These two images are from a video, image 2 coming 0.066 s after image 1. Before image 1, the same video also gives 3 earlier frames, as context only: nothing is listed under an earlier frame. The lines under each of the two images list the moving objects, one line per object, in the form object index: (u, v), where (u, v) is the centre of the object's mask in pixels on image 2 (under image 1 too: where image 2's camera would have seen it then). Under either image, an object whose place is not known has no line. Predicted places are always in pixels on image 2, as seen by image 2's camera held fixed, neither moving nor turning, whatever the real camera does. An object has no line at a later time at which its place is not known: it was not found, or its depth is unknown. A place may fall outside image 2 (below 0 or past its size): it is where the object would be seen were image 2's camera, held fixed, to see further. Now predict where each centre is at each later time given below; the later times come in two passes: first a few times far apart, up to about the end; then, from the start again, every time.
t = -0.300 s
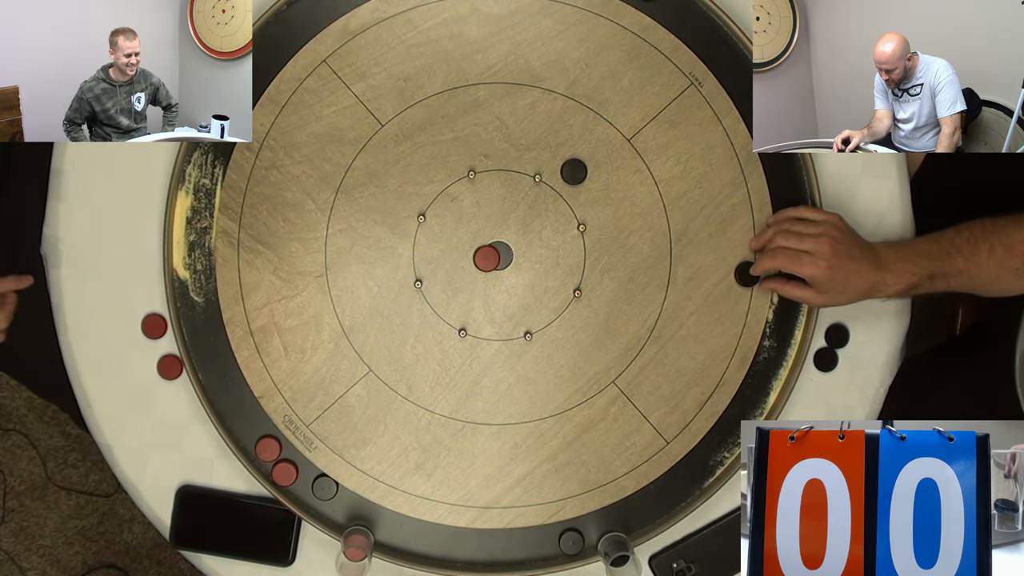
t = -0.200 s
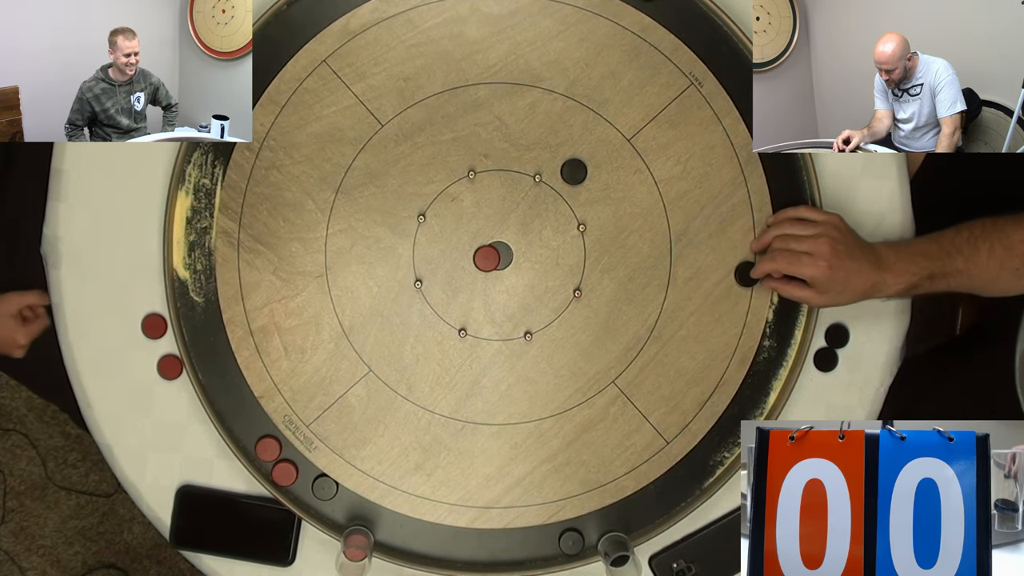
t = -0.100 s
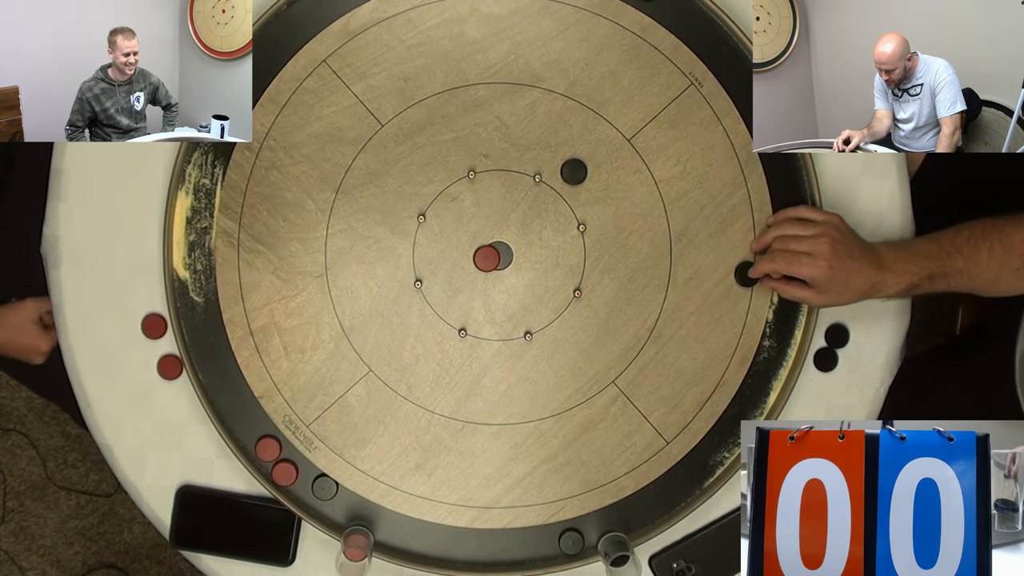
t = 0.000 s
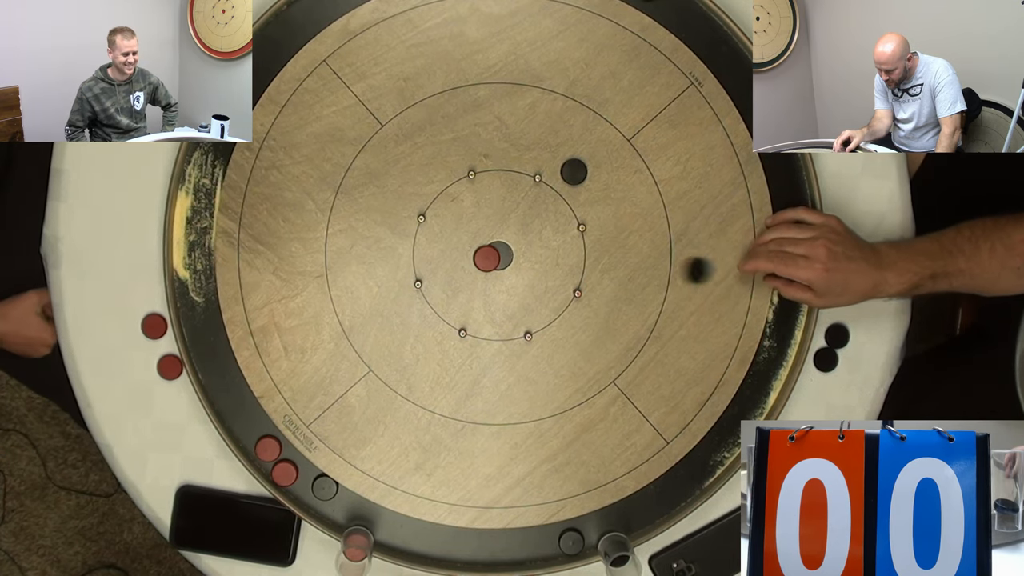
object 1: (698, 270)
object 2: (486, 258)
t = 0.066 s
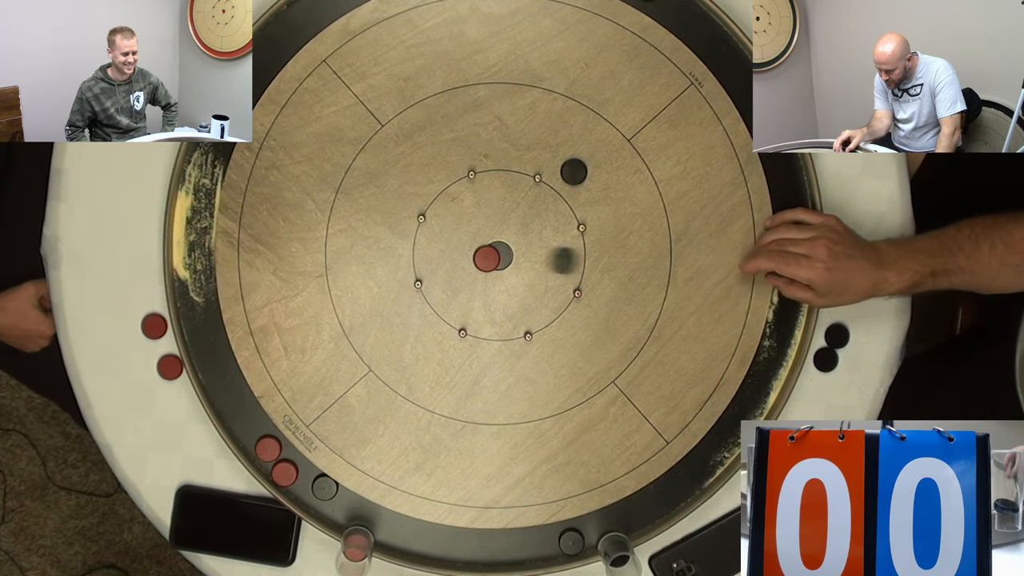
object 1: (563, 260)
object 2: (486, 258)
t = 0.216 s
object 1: (491, 235)
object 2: (285, 268)
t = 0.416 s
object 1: (478, 222)
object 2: (208, 271)
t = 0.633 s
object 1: (478, 222)
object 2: (188, 275)
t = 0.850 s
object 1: (478, 222)
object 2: (192, 275)
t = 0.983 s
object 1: (478, 222)
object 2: (193, 275)
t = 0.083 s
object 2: (486, 258)
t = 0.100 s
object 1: (512, 255)
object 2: (472, 259)
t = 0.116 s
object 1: (508, 252)
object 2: (447, 260)
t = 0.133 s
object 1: (505, 248)
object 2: (419, 262)
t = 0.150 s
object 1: (502, 245)
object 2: (392, 263)
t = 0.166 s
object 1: (499, 242)
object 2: (365, 264)
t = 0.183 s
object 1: (496, 240)
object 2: (338, 265)
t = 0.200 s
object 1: (493, 237)
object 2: (311, 267)
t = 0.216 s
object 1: (491, 235)
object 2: (285, 268)
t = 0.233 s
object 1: (489, 233)
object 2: (260, 269)
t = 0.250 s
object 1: (487, 231)
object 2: (233, 270)
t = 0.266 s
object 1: (485, 229)
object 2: (207, 272)
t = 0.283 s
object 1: (483, 228)
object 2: (187, 274)
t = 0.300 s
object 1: (482, 226)
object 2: (202, 273)
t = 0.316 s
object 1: (481, 225)
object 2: (206, 272)
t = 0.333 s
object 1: (480, 224)
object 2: (205, 272)
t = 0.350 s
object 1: (480, 223)
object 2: (205, 272)
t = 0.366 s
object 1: (479, 223)
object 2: (206, 271)
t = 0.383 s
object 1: (479, 222)
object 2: (207, 272)
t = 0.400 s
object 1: (478, 222)
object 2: (210, 270)
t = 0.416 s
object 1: (478, 222)
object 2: (208, 271)
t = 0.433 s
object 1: (478, 222)
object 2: (205, 270)
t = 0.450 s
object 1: (478, 222)
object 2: (203, 270)
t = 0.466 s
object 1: (478, 222)
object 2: (201, 270)
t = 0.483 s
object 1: (478, 222)
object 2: (198, 271)
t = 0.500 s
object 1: (478, 222)
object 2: (194, 272)
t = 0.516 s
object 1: (478, 222)
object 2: (192, 272)
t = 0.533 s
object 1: (478, 222)
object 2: (190, 273)
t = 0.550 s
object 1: (478, 222)
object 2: (187, 274)
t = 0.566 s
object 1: (478, 222)
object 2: (186, 275)
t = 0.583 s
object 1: (478, 222)
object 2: (186, 275)
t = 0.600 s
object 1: (478, 222)
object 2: (187, 275)
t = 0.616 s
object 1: (478, 222)
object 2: (188, 275)
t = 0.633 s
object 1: (478, 222)
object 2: (188, 275)
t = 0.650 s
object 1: (478, 222)
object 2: (188, 276)
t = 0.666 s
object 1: (478, 222)
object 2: (190, 275)
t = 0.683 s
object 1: (478, 222)
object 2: (191, 275)
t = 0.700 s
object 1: (478, 222)
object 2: (192, 276)
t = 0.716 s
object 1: (478, 222)
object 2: (192, 275)
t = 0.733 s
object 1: (478, 222)
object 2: (192, 275)
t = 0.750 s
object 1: (478, 222)
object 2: (192, 275)
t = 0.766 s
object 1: (478, 222)
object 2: (192, 275)
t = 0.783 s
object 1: (478, 222)
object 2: (193, 275)
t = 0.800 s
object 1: (478, 222)
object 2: (193, 275)
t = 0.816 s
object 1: (478, 222)
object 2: (193, 275)
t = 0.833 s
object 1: (478, 222)
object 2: (193, 275)
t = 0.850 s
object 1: (478, 222)
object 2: (192, 275)
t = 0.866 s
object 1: (478, 222)
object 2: (192, 275)
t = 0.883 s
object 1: (478, 222)
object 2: (192, 275)
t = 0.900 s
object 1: (478, 222)
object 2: (192, 275)
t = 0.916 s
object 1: (478, 222)
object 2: (193, 275)
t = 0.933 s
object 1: (478, 222)
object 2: (192, 275)
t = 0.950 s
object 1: (478, 222)
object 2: (193, 275)
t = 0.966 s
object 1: (478, 222)
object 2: (193, 275)
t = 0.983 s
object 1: (478, 222)
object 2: (193, 275)
